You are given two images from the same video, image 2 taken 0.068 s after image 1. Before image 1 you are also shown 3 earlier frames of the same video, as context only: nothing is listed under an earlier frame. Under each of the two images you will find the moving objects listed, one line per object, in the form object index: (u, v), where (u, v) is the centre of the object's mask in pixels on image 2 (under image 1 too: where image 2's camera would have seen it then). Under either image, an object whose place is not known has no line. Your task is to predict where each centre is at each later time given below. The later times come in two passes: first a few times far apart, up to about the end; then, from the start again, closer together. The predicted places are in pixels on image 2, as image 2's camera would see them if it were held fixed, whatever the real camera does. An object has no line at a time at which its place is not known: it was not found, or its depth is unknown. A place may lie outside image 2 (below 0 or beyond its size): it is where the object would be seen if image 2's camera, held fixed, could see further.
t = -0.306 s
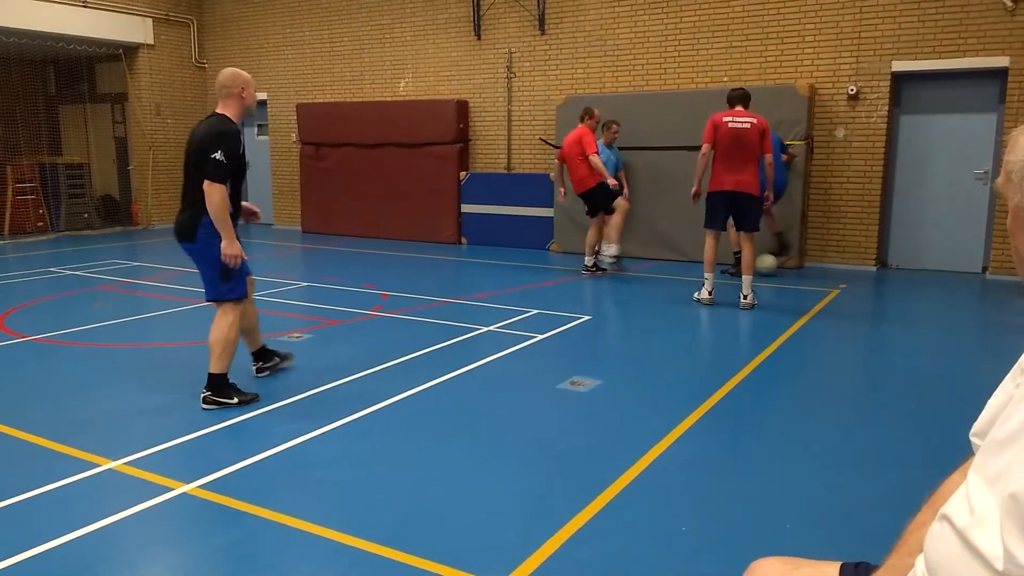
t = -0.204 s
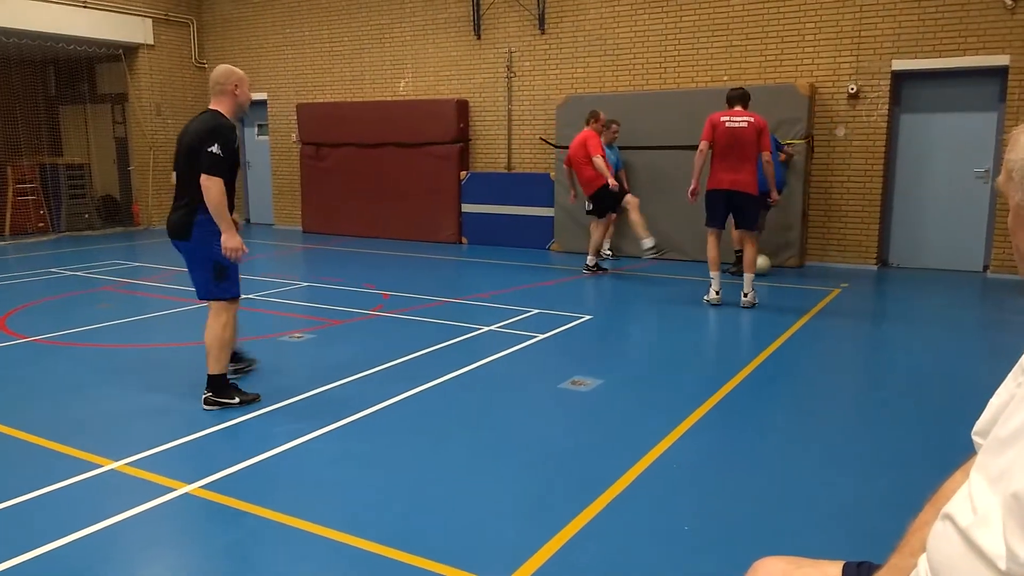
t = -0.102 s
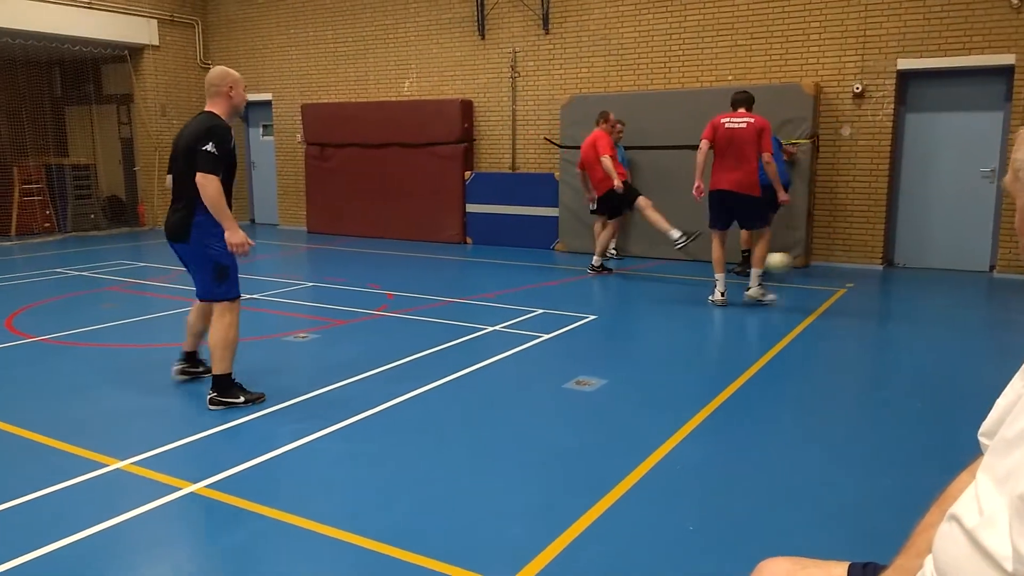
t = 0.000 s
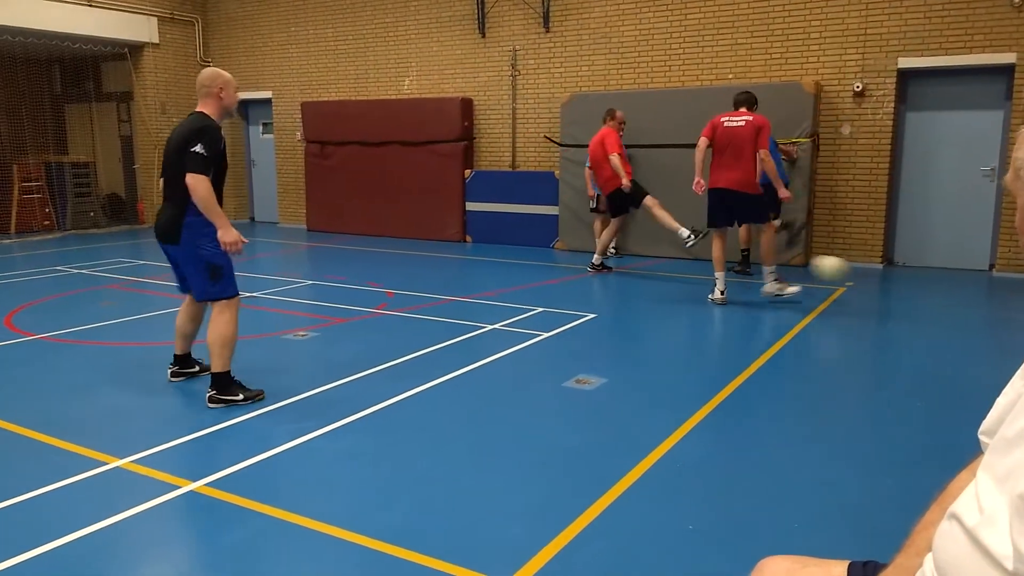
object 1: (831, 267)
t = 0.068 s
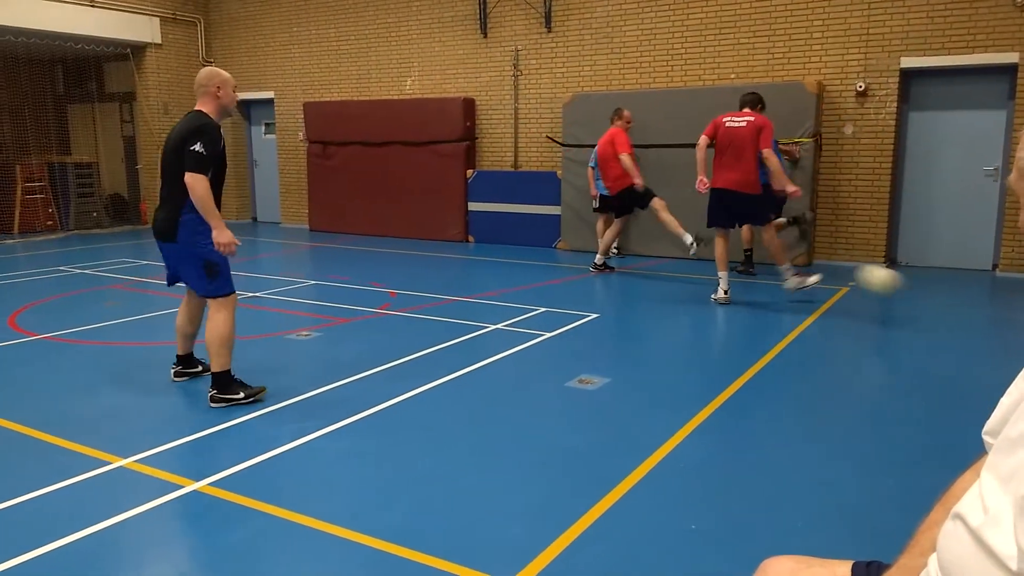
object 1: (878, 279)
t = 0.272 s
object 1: (1014, 356)
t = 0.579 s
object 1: (767, 456)
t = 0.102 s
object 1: (905, 287)
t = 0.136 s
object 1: (938, 300)
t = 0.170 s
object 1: (974, 316)
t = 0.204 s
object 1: (1003, 332)
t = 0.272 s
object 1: (1014, 356)
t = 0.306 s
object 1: (1003, 356)
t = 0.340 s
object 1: (990, 357)
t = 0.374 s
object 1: (965, 361)
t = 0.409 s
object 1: (938, 367)
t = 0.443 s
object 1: (909, 377)
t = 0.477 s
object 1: (878, 390)
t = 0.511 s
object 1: (844, 408)
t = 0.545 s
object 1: (808, 429)
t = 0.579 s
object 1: (767, 456)
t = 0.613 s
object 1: (724, 491)
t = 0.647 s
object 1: (686, 515)
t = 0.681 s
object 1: (658, 510)
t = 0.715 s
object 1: (626, 509)
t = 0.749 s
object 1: (592, 513)
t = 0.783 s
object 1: (556, 521)
